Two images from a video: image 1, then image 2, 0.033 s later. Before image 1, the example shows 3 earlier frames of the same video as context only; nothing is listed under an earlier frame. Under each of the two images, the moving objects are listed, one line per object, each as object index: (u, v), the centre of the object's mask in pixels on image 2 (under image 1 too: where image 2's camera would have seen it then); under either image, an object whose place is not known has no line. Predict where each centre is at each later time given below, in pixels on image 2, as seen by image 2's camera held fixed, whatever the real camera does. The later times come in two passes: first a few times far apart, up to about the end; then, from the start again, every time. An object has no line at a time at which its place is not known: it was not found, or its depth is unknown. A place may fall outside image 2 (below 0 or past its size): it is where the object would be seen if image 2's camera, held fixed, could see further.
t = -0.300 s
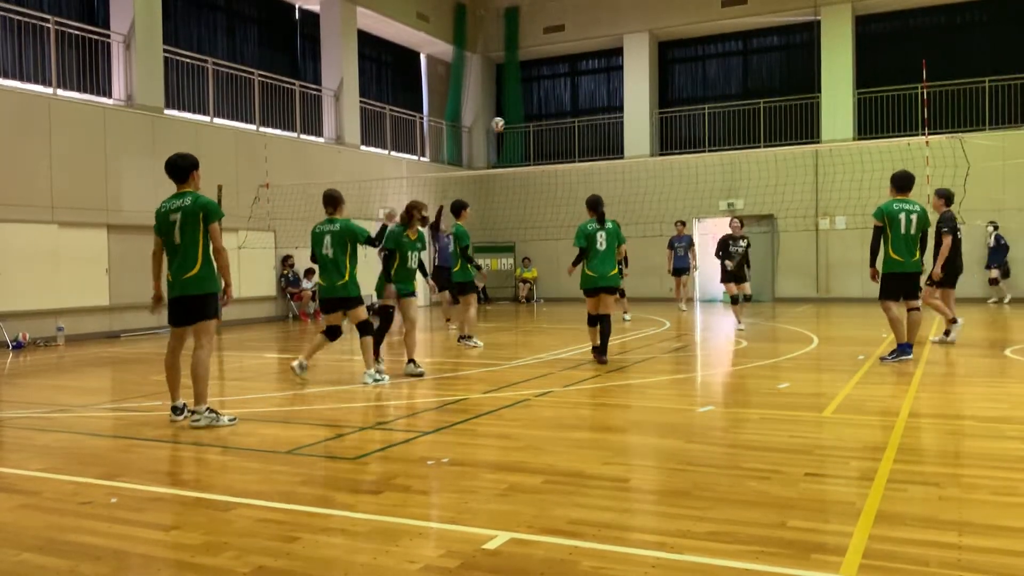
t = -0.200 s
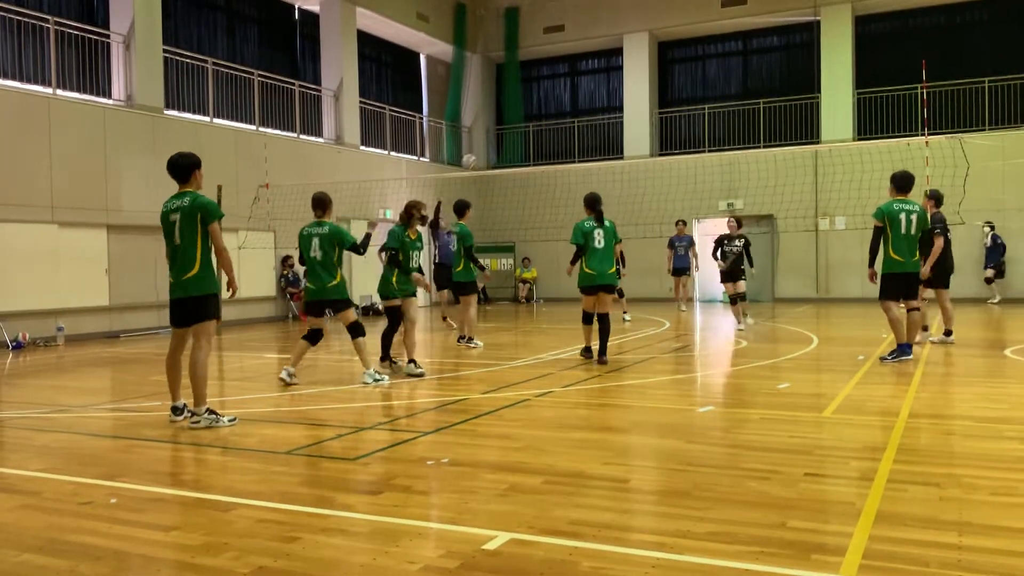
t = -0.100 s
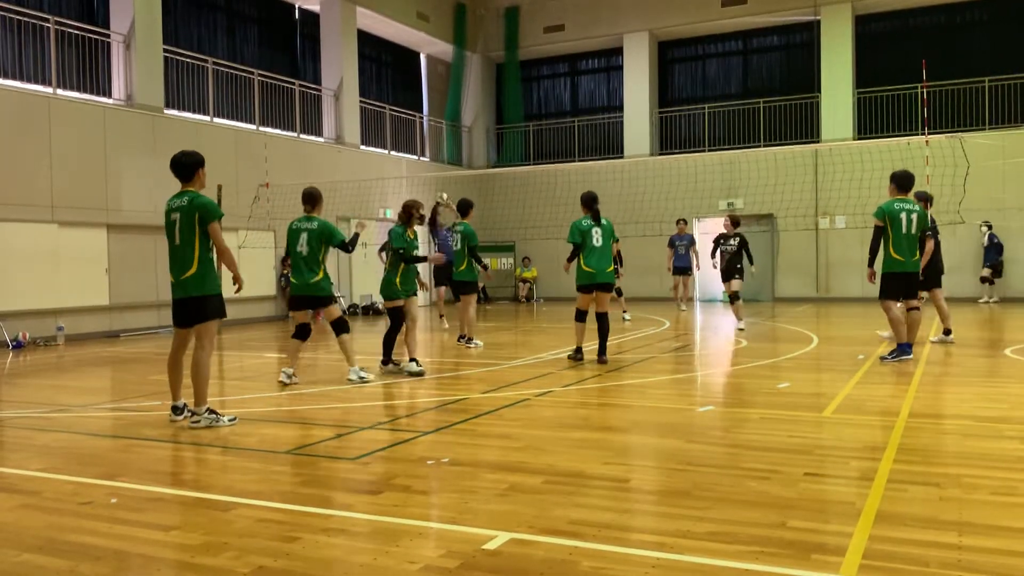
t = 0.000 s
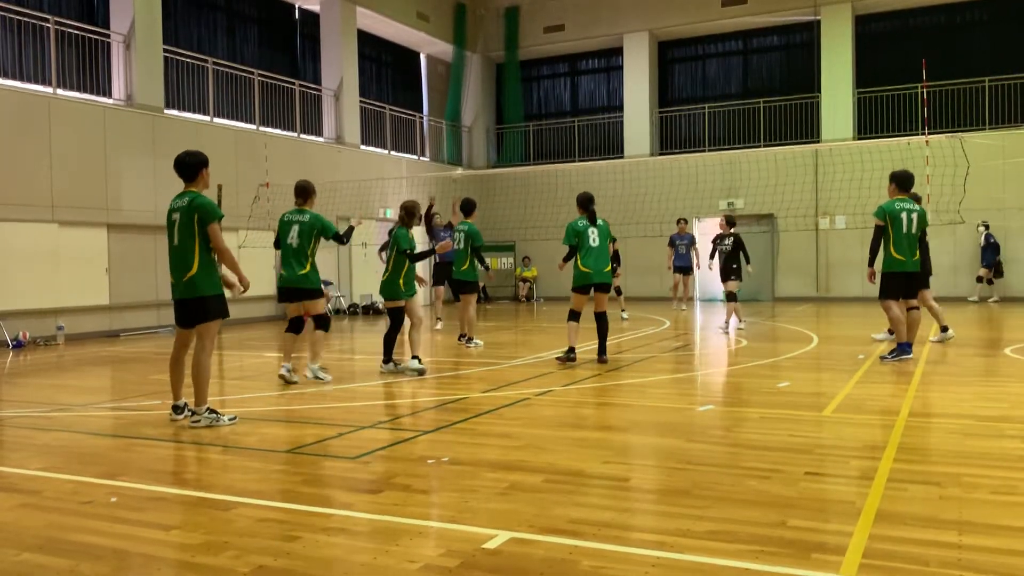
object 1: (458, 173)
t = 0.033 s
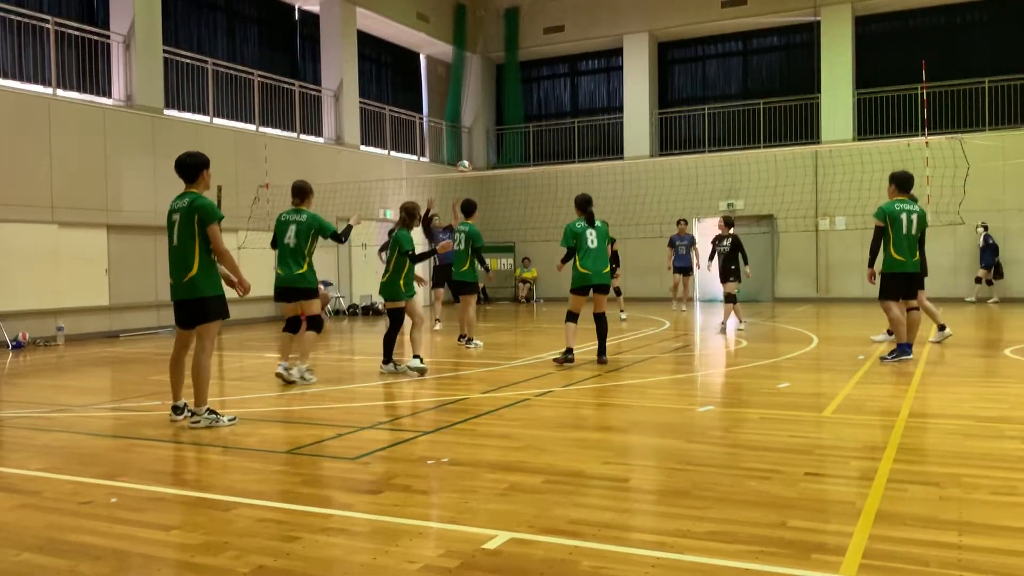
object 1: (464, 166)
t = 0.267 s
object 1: (517, 120)
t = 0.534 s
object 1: (593, 109)
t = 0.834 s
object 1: (698, 173)
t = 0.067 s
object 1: (471, 159)
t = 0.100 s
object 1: (480, 150)
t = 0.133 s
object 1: (487, 144)
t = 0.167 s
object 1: (494, 138)
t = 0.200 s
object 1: (502, 131)
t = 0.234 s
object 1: (510, 126)
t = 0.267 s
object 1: (517, 120)
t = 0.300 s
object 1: (526, 117)
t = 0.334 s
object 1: (535, 113)
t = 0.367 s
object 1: (543, 111)
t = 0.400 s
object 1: (553, 109)
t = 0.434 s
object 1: (563, 107)
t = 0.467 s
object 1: (571, 107)
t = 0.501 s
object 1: (582, 108)
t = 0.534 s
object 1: (593, 109)
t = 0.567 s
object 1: (602, 111)
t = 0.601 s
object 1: (613, 115)
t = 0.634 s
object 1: (624, 119)
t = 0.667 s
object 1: (636, 125)
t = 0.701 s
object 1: (648, 132)
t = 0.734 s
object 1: (662, 140)
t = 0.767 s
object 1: (672, 149)
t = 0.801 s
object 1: (685, 160)
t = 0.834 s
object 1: (698, 173)
